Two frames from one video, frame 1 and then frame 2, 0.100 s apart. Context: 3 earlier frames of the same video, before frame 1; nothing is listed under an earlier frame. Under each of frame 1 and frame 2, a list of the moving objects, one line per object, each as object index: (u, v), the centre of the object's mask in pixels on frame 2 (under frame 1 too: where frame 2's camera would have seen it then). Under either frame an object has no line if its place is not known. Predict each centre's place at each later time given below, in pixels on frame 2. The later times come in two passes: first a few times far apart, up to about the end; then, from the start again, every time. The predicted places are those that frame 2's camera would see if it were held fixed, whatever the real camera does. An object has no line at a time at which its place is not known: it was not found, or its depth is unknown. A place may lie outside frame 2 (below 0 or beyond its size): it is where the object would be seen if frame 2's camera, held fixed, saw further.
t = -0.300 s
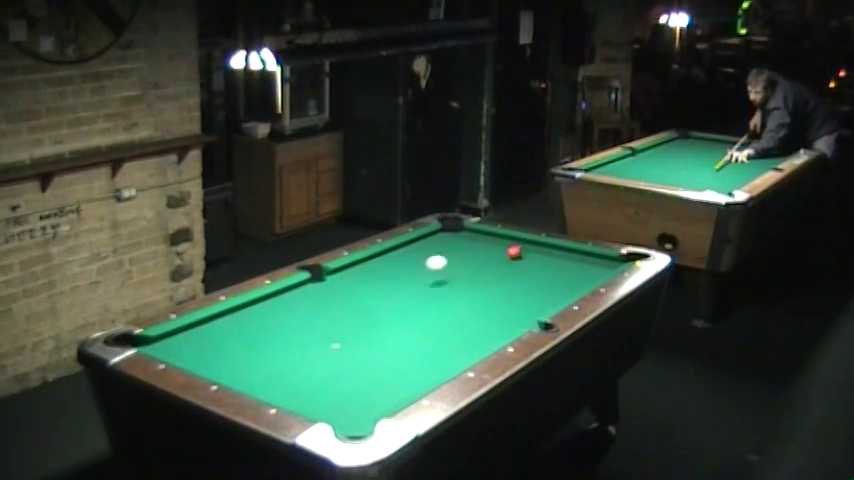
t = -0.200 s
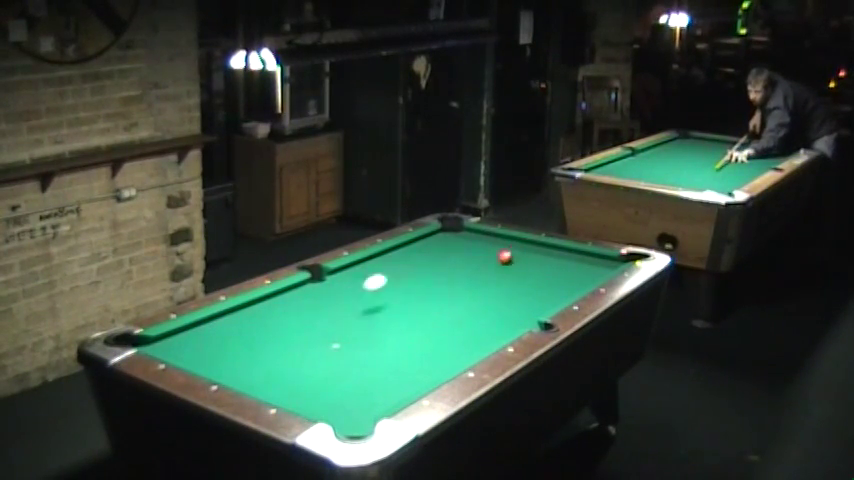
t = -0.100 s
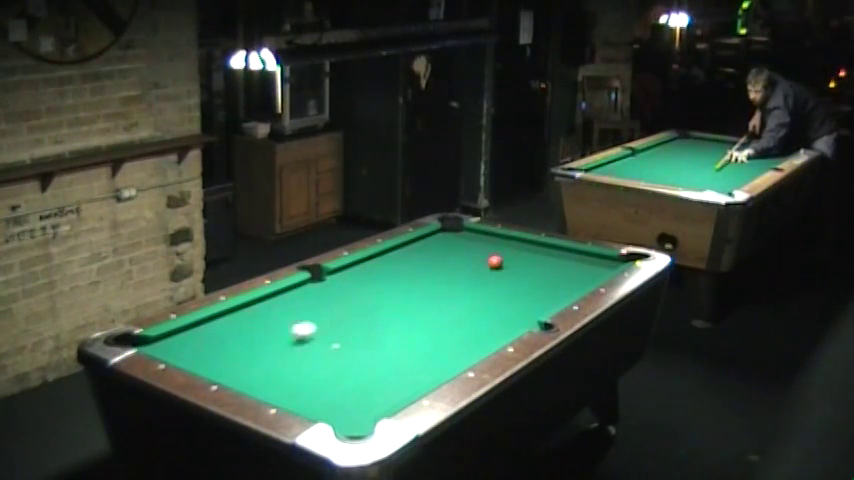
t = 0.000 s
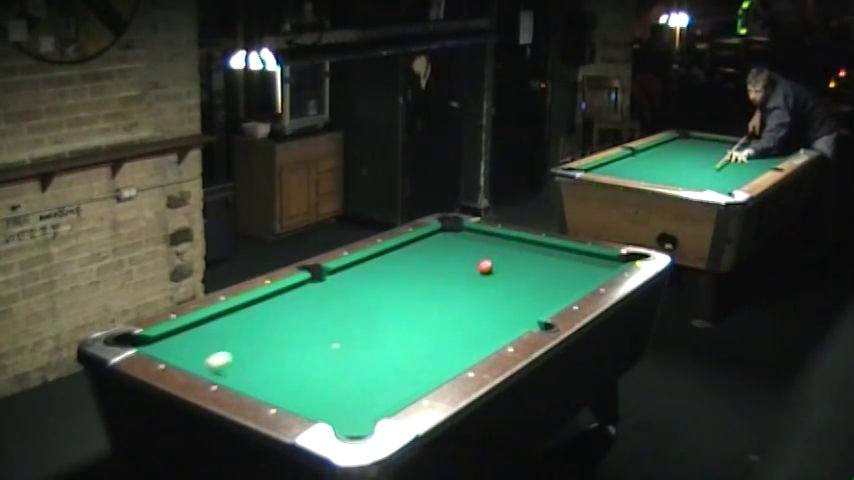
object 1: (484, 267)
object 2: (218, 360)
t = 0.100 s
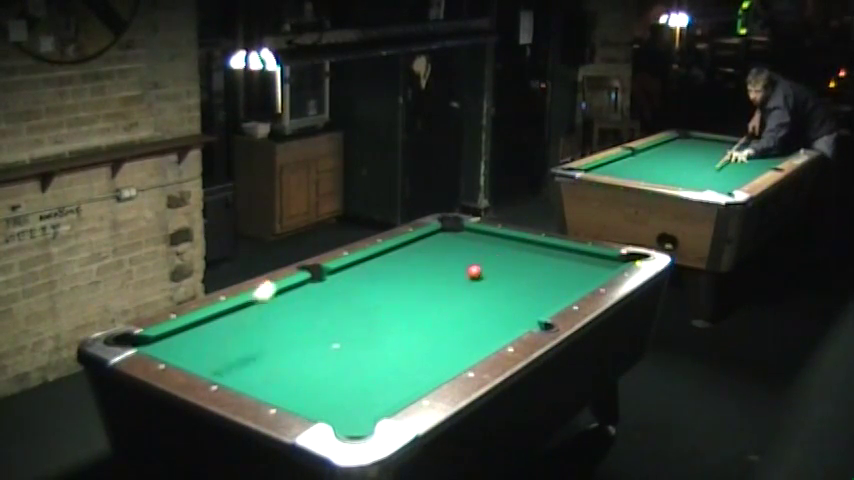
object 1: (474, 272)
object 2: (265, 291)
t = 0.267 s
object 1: (456, 281)
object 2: (357, 230)
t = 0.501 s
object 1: (430, 294)
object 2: (460, 269)
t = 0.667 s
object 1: (410, 303)
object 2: (511, 234)
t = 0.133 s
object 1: (470, 274)
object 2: (284, 272)
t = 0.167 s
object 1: (467, 276)
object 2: (303, 256)
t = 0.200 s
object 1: (463, 277)
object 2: (321, 244)
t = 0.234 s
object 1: (460, 279)
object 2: (339, 236)
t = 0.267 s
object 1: (456, 281)
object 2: (357, 230)
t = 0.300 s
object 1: (453, 282)
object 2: (373, 227)
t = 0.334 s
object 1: (449, 284)
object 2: (389, 228)
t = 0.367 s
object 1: (445, 286)
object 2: (405, 231)
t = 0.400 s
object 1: (441, 288)
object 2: (419, 238)
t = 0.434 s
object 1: (438, 290)
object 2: (434, 246)
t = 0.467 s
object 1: (434, 292)
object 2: (447, 257)
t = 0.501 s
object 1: (430, 294)
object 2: (460, 269)
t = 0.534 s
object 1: (426, 296)
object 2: (471, 258)
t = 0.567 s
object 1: (422, 297)
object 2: (482, 248)
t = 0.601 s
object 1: (418, 299)
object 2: (492, 241)
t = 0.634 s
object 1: (414, 301)
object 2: (502, 236)
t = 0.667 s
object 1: (410, 303)
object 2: (511, 234)
